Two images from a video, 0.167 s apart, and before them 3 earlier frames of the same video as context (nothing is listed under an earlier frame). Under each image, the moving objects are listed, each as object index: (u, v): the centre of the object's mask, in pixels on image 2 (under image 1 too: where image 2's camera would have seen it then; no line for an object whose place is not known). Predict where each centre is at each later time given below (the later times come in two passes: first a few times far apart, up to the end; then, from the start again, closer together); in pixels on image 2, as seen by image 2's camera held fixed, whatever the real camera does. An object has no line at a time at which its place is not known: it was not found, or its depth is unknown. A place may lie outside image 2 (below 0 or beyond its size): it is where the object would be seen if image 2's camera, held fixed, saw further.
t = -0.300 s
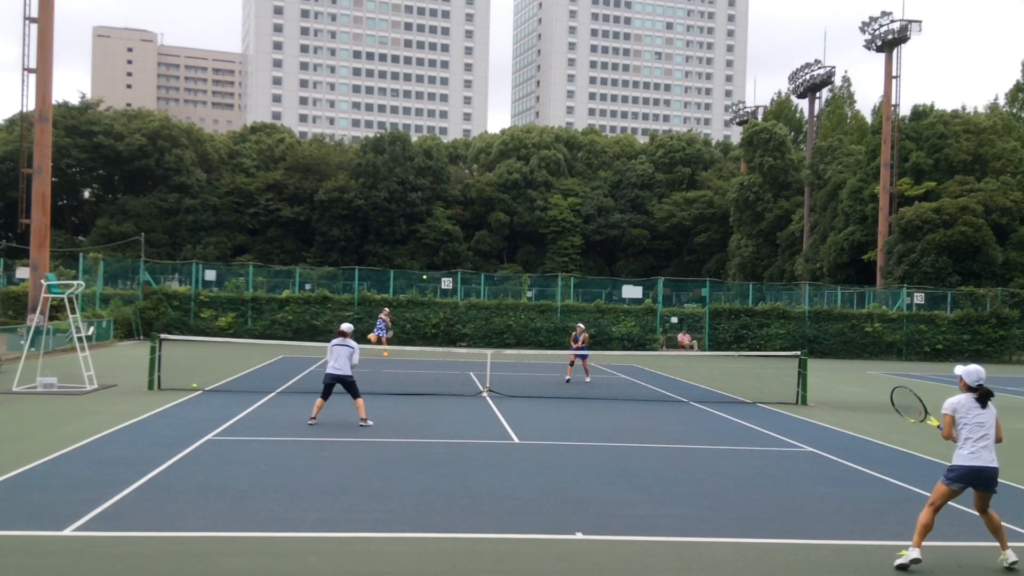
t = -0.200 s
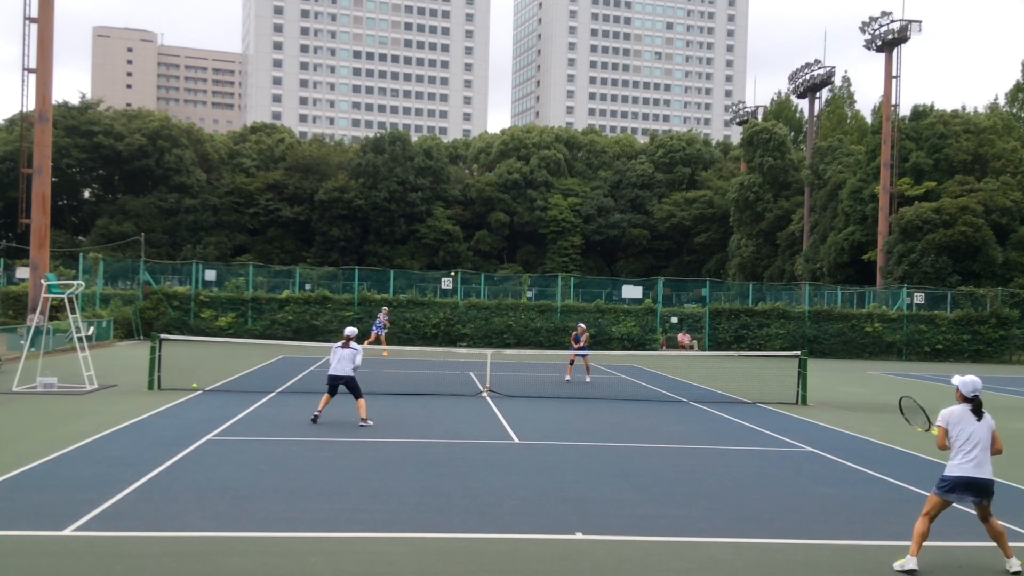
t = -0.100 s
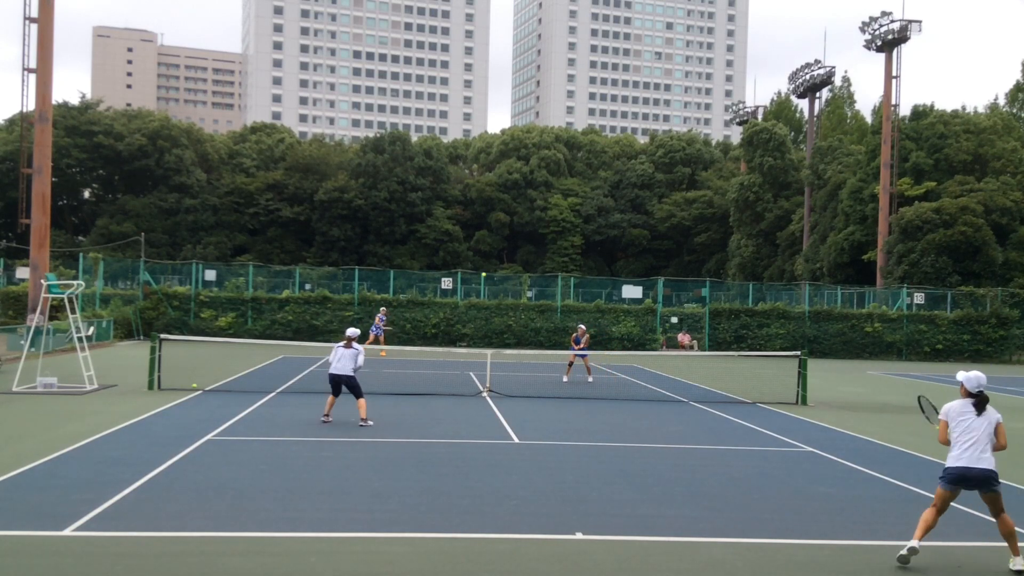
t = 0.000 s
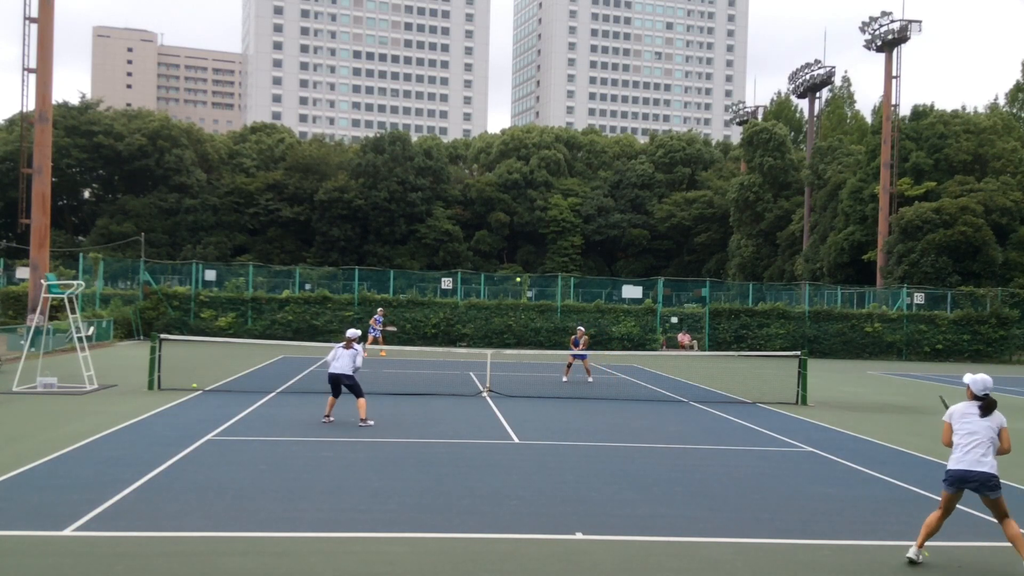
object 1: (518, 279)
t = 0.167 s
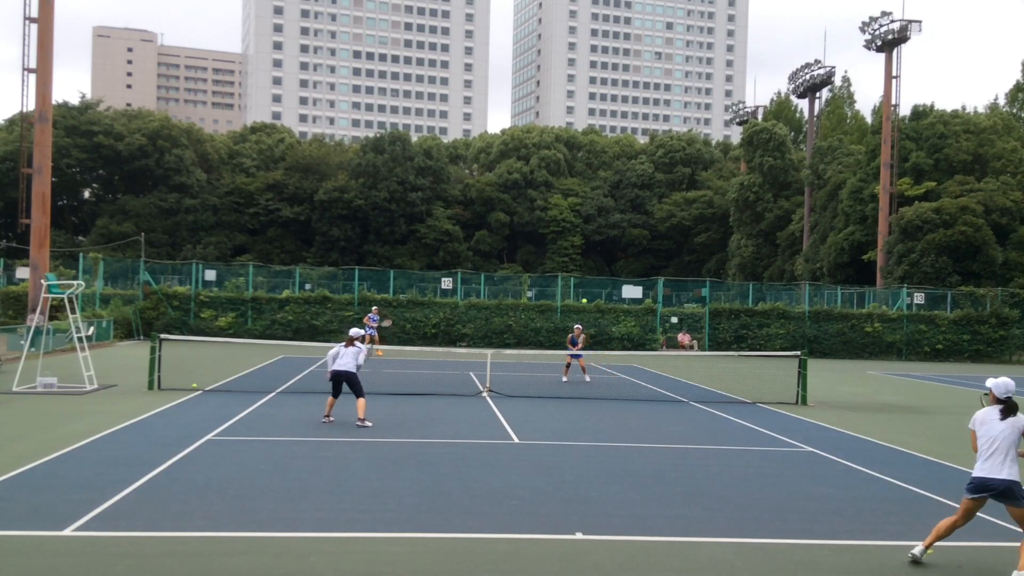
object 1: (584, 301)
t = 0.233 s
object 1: (615, 315)
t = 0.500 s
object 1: (771, 421)
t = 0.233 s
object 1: (615, 315)
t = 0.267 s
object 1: (631, 324)
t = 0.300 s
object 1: (648, 334)
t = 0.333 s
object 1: (665, 344)
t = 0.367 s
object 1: (684, 356)
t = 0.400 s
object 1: (704, 370)
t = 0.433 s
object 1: (725, 385)
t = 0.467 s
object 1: (748, 403)
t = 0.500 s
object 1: (771, 421)
